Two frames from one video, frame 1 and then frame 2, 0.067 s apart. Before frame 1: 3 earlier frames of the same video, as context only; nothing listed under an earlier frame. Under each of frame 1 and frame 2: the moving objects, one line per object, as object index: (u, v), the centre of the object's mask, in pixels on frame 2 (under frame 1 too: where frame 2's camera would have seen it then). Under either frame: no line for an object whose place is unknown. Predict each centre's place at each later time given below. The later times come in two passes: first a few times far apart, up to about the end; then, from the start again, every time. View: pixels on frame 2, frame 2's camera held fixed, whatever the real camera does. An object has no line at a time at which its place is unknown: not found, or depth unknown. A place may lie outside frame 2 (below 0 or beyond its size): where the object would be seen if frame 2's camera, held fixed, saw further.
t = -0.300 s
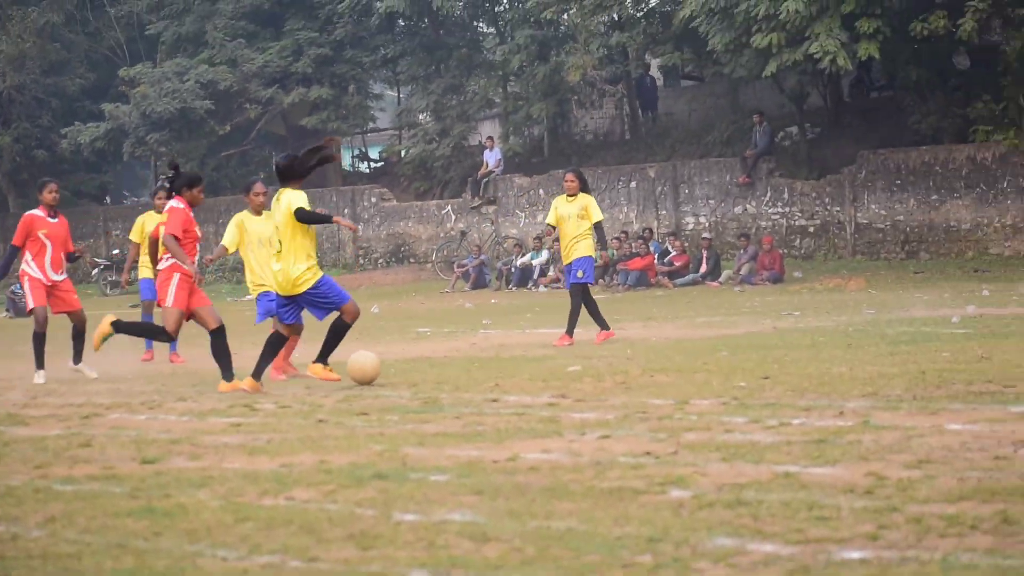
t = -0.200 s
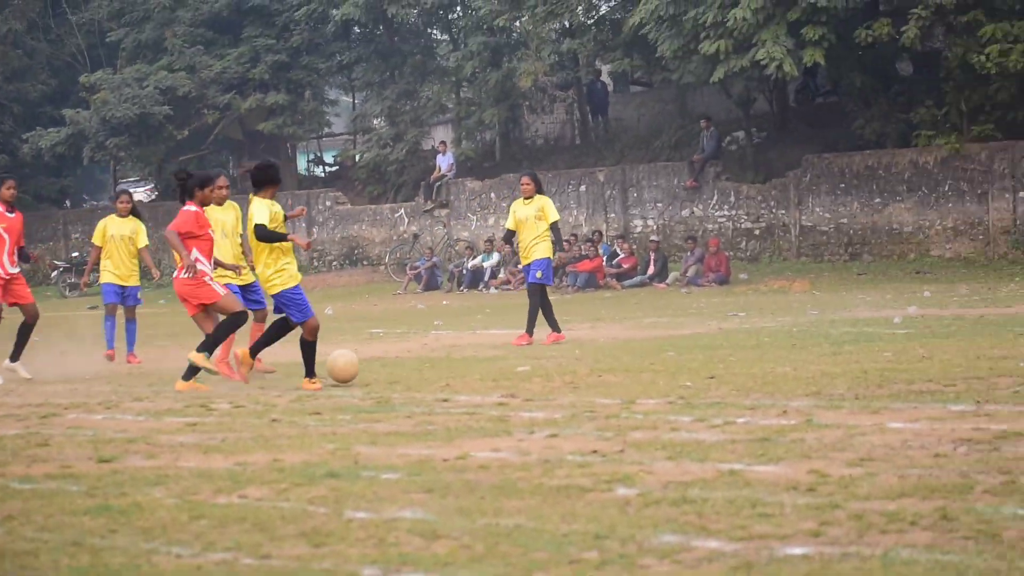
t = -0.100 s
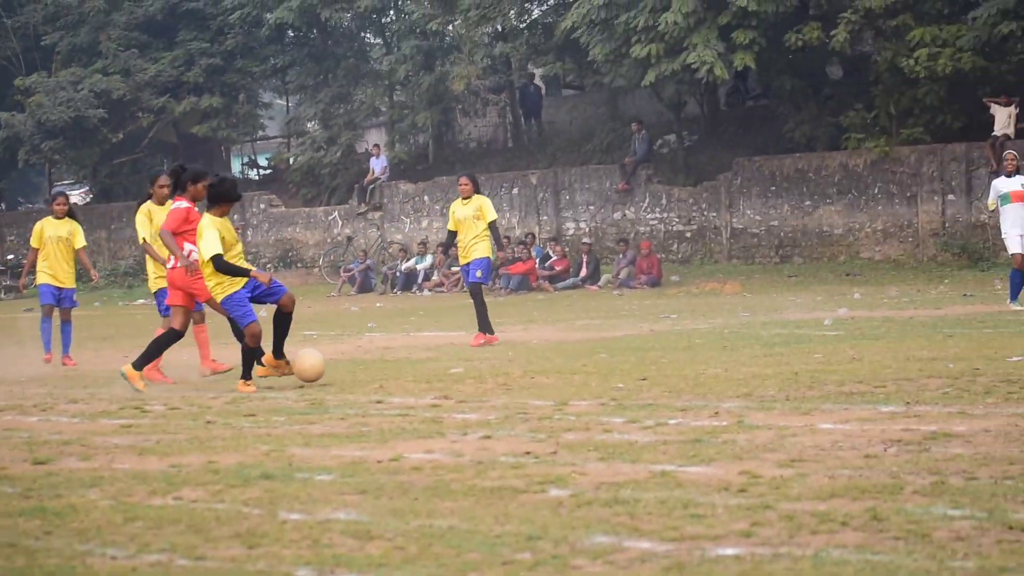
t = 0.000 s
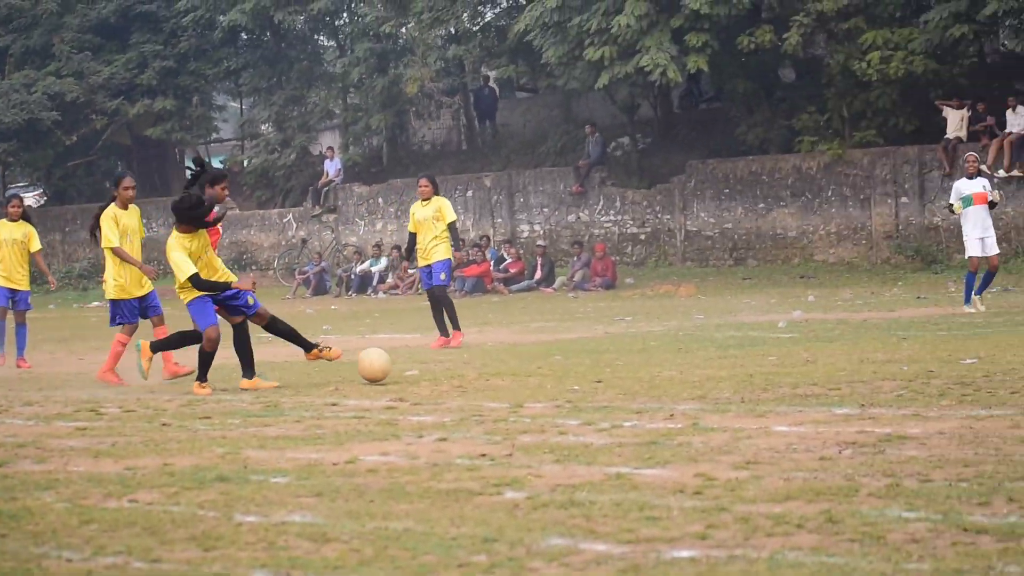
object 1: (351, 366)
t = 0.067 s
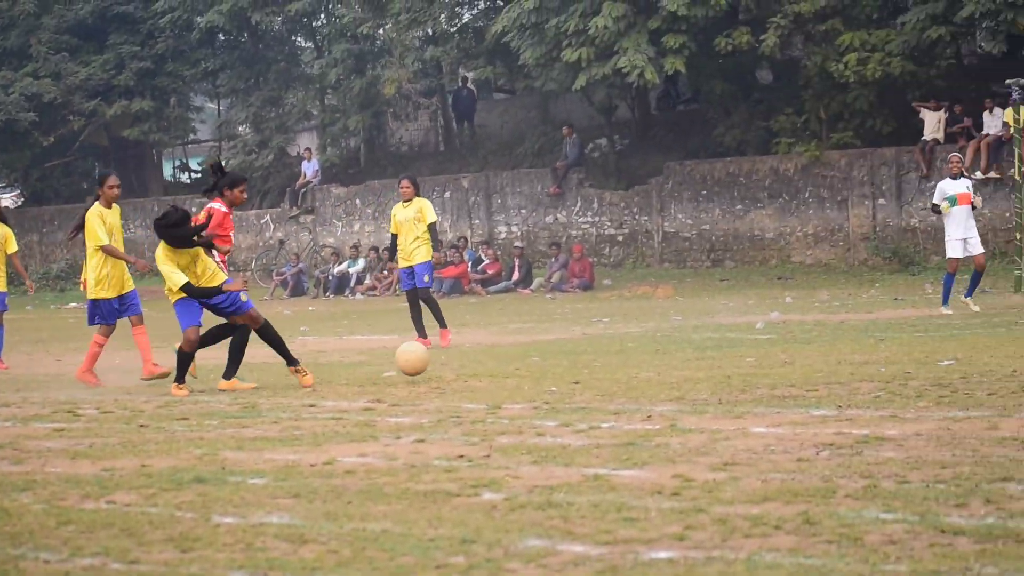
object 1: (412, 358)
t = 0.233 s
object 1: (533, 327)
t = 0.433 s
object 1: (683, 347)
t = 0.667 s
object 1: (825, 324)
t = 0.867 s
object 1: (946, 344)
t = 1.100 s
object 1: (1095, 309)
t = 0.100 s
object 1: (436, 349)
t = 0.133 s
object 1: (461, 340)
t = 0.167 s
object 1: (485, 334)
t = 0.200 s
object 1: (508, 330)
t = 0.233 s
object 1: (533, 327)
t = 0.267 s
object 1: (558, 325)
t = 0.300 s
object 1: (583, 326)
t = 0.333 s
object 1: (607, 329)
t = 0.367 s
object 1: (632, 333)
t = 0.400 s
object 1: (658, 339)
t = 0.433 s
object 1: (683, 347)
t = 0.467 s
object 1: (708, 358)
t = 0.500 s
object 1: (730, 357)
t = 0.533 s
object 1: (749, 347)
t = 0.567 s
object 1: (767, 339)
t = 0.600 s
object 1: (786, 332)
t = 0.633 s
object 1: (806, 327)
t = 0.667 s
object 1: (825, 324)
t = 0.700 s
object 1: (844, 323)
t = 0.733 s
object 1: (864, 323)
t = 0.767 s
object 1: (885, 325)
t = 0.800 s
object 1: (905, 330)
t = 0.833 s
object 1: (925, 336)
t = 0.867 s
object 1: (946, 344)
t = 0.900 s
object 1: (968, 355)
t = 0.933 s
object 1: (988, 353)
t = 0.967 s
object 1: (1008, 341)
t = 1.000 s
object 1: (1030, 329)
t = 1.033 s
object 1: (1051, 320)
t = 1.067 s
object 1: (1073, 314)
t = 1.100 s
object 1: (1095, 309)
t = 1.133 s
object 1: (1117, 305)
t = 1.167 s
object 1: (1141, 304)
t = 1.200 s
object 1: (1165, 304)
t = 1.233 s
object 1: (1187, 308)
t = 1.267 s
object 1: (1210, 313)
